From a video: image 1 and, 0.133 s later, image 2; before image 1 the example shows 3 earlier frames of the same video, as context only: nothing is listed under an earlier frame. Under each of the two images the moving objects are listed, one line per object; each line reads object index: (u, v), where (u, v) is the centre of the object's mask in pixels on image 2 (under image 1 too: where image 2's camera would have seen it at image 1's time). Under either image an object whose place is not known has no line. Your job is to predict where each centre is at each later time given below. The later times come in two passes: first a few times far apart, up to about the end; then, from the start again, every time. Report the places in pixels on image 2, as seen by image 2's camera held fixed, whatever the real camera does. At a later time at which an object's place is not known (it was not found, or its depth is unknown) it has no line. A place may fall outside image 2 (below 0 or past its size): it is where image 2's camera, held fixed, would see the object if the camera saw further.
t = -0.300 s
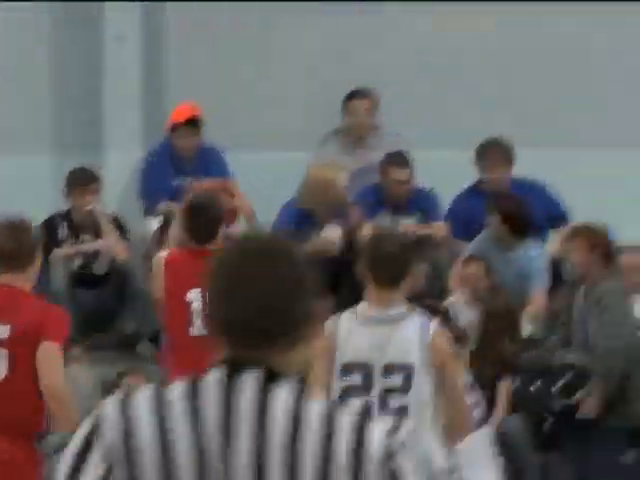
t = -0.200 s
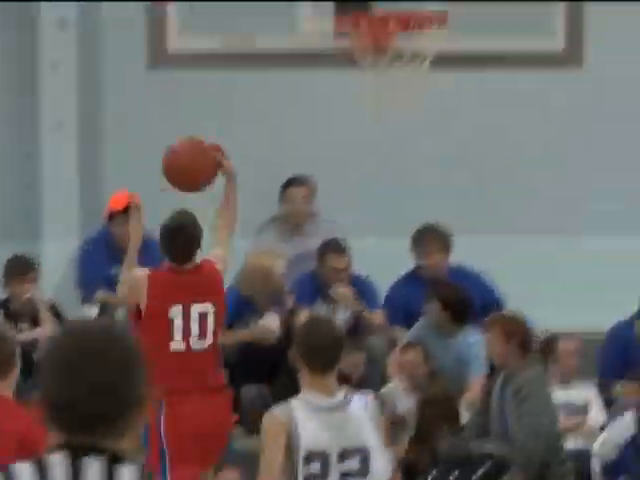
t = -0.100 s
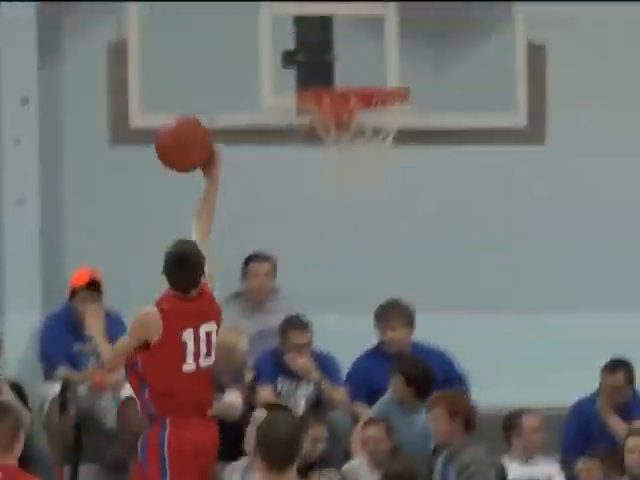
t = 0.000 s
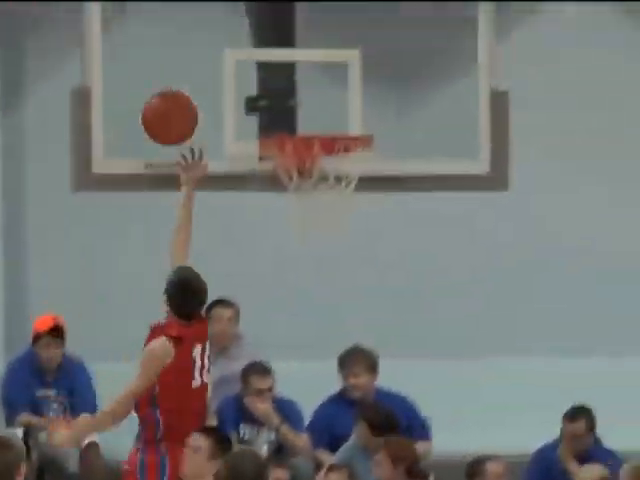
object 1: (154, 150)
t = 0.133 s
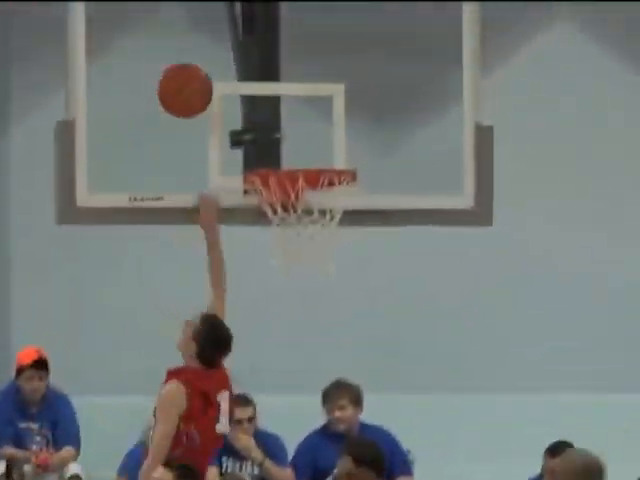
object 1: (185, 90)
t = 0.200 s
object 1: (199, 75)
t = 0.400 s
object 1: (238, 85)
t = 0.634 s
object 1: (296, 167)
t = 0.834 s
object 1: (344, 272)
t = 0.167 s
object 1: (193, 81)
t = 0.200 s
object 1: (199, 75)
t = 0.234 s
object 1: (206, 70)
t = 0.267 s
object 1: (212, 68)
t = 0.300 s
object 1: (218, 69)
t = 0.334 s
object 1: (224, 71)
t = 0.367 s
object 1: (231, 77)
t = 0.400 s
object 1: (238, 85)
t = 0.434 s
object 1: (245, 96)
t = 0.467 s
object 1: (251, 108)
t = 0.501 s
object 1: (257, 123)
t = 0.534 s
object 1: (264, 141)
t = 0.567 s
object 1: (271, 153)
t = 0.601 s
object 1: (284, 161)
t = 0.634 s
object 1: (296, 167)
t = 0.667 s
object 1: (310, 204)
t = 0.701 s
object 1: (322, 222)
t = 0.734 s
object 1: (330, 235)
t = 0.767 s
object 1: (335, 243)
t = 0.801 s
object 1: (340, 261)
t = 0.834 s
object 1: (344, 272)
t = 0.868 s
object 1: (348, 289)
